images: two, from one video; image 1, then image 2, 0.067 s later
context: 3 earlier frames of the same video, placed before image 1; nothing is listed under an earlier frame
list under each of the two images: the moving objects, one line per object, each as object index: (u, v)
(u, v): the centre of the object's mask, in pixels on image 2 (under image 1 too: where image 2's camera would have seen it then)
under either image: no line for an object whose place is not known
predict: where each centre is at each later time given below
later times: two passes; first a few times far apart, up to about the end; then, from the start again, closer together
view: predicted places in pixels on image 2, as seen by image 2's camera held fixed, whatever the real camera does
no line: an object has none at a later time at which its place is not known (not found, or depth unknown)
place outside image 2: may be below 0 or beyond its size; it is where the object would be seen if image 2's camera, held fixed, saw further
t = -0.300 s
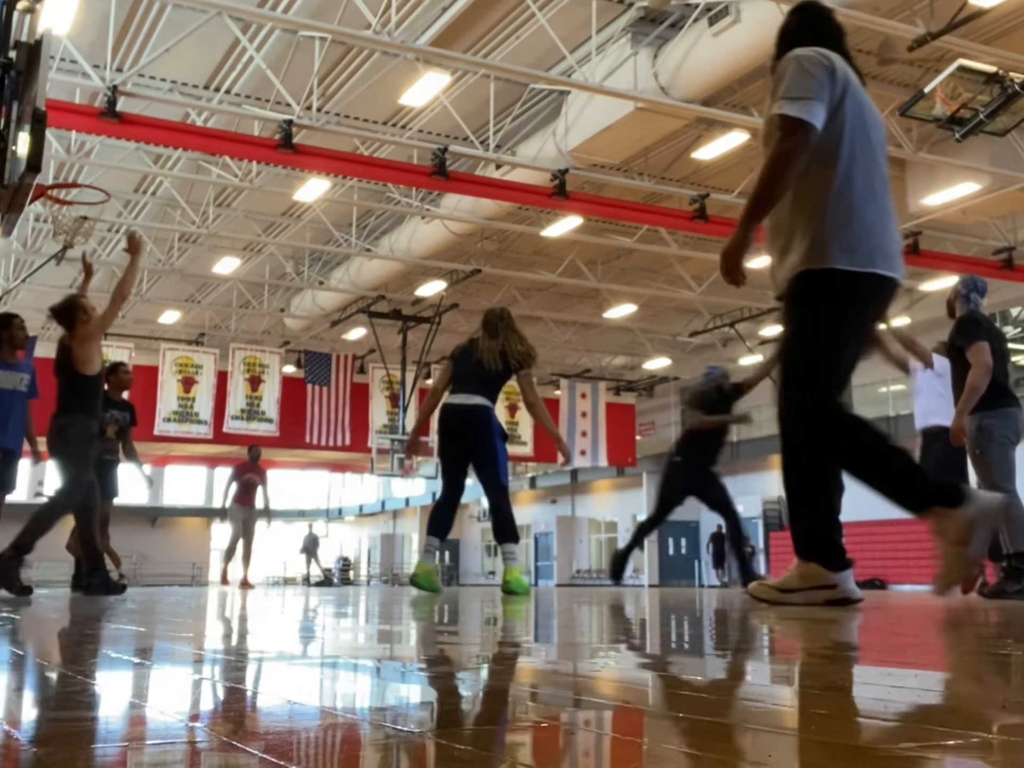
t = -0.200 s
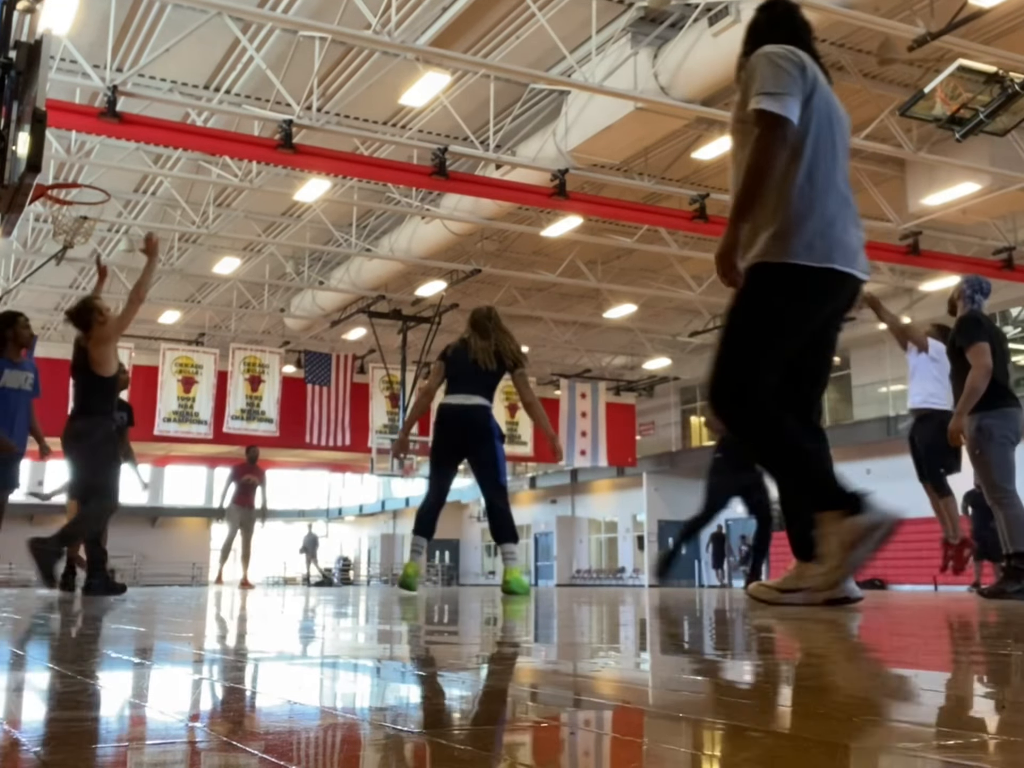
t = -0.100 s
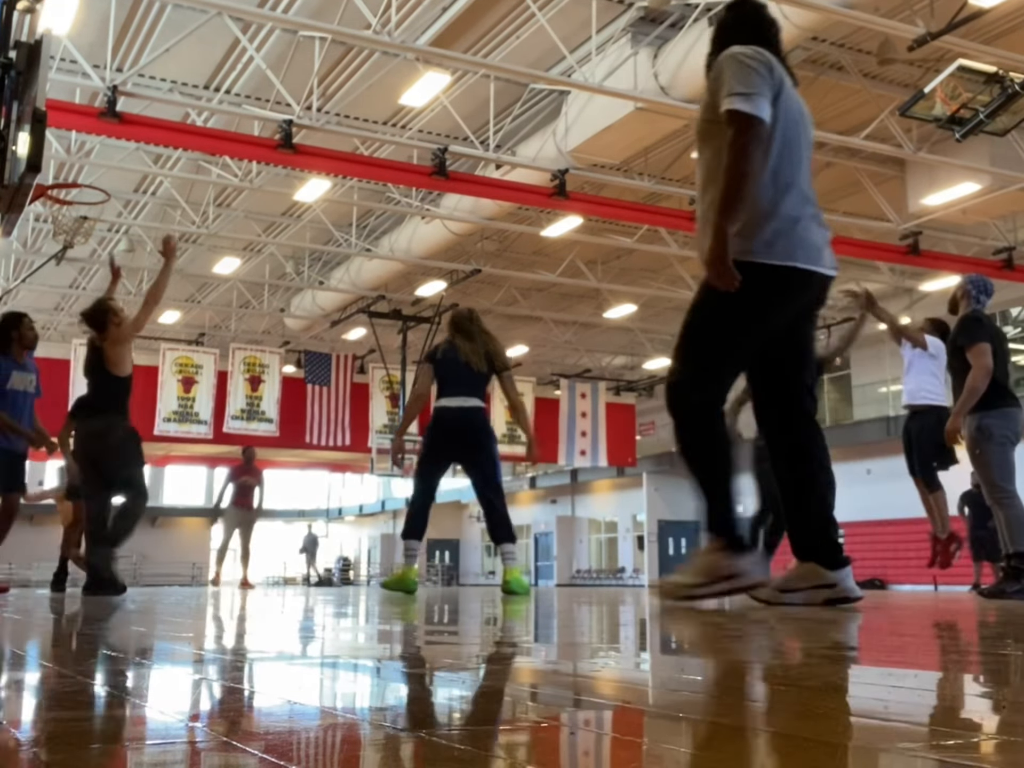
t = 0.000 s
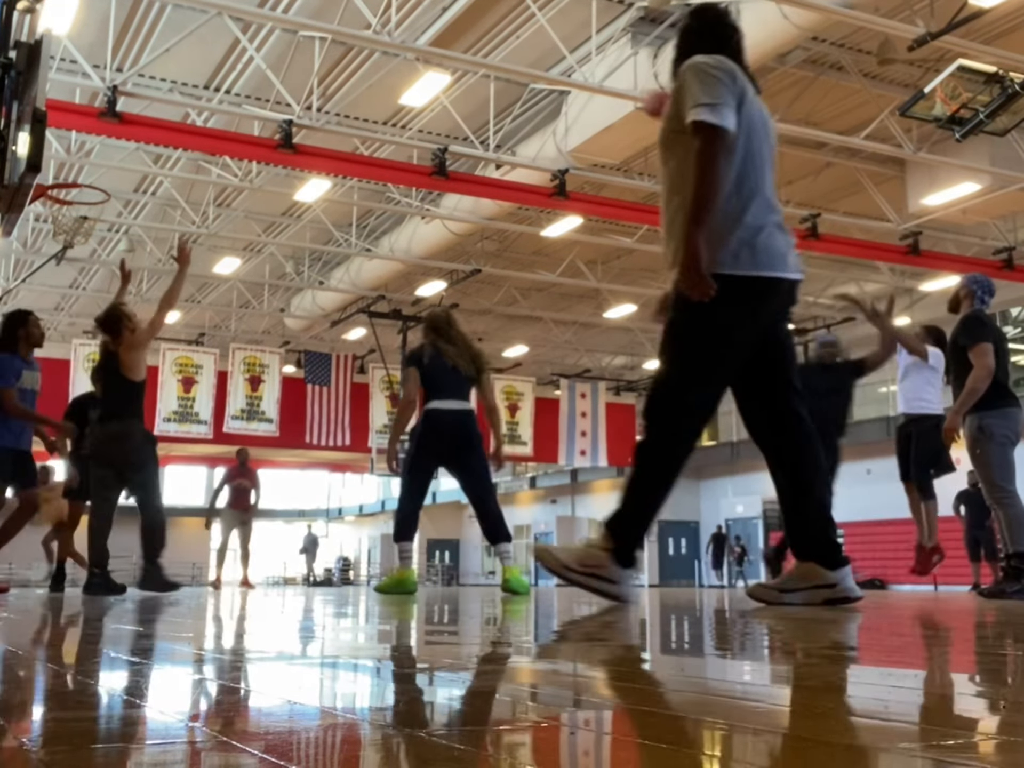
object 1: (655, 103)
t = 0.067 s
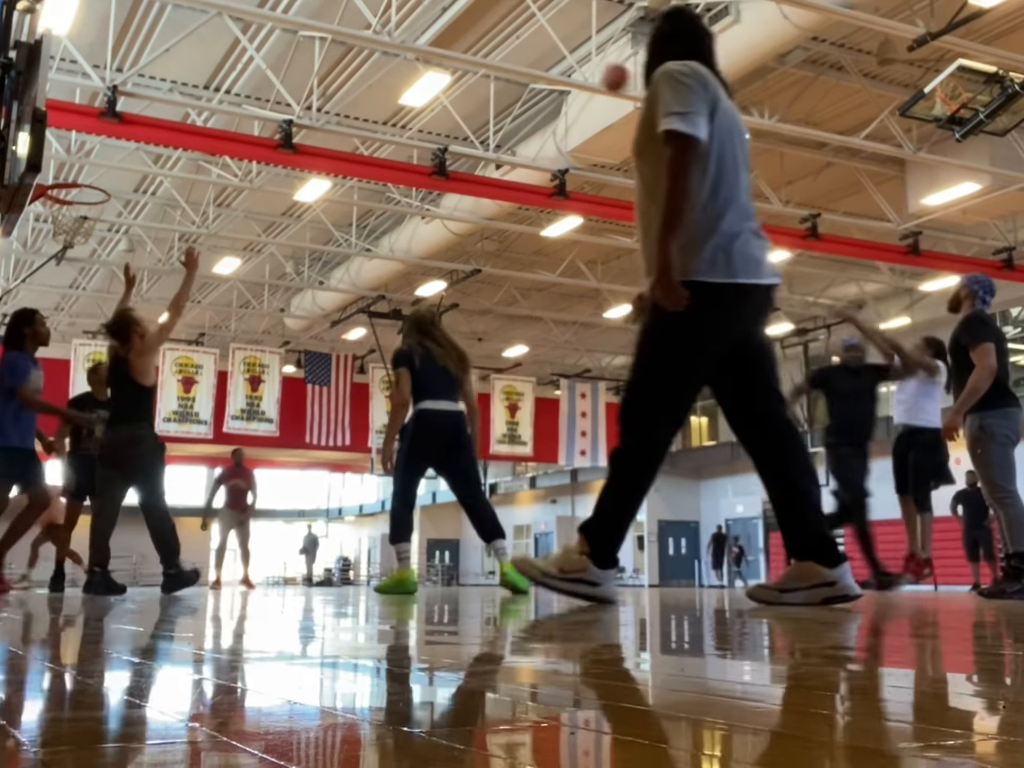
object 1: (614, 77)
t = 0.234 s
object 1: (511, 35)
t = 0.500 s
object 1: (354, 31)
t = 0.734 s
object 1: (213, 90)
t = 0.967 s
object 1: (71, 200)
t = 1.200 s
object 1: (62, 215)
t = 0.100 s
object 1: (593, 65)
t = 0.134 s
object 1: (574, 57)
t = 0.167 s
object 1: (553, 48)
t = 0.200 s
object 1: (532, 41)
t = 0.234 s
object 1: (511, 35)
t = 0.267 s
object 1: (490, 30)
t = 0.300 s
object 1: (471, 27)
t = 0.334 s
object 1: (452, 23)
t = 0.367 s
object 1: (432, 22)
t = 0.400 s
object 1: (412, 23)
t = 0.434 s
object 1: (391, 24)
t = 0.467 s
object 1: (373, 27)
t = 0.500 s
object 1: (354, 31)
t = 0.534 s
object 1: (333, 35)
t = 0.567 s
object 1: (312, 41)
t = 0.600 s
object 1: (293, 49)
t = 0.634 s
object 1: (274, 57)
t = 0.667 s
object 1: (254, 67)
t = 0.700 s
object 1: (234, 79)
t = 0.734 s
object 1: (213, 90)
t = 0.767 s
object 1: (192, 103)
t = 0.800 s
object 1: (172, 117)
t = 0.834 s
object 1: (150, 133)
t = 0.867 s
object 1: (130, 151)
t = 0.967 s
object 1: (71, 200)
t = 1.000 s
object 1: (57, 210)
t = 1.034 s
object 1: (48, 213)
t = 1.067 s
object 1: (47, 210)
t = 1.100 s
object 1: (47, 207)
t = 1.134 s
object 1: (52, 210)
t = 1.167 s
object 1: (57, 212)
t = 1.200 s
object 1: (62, 215)
